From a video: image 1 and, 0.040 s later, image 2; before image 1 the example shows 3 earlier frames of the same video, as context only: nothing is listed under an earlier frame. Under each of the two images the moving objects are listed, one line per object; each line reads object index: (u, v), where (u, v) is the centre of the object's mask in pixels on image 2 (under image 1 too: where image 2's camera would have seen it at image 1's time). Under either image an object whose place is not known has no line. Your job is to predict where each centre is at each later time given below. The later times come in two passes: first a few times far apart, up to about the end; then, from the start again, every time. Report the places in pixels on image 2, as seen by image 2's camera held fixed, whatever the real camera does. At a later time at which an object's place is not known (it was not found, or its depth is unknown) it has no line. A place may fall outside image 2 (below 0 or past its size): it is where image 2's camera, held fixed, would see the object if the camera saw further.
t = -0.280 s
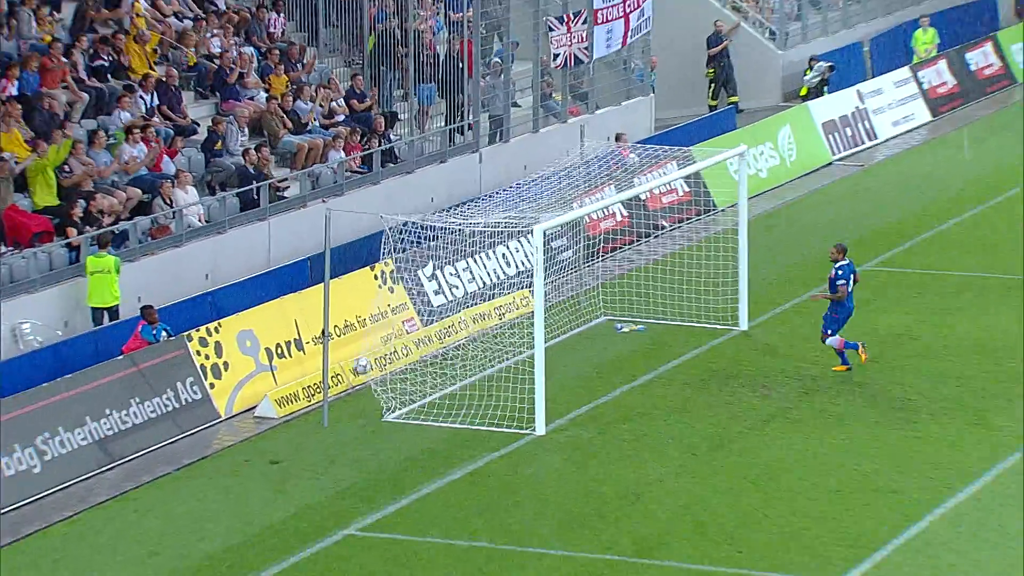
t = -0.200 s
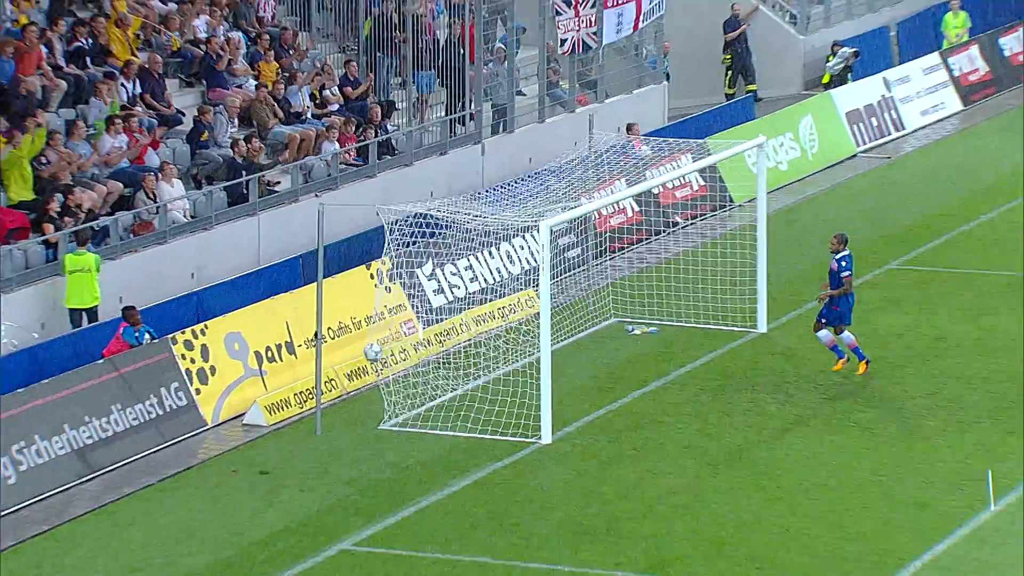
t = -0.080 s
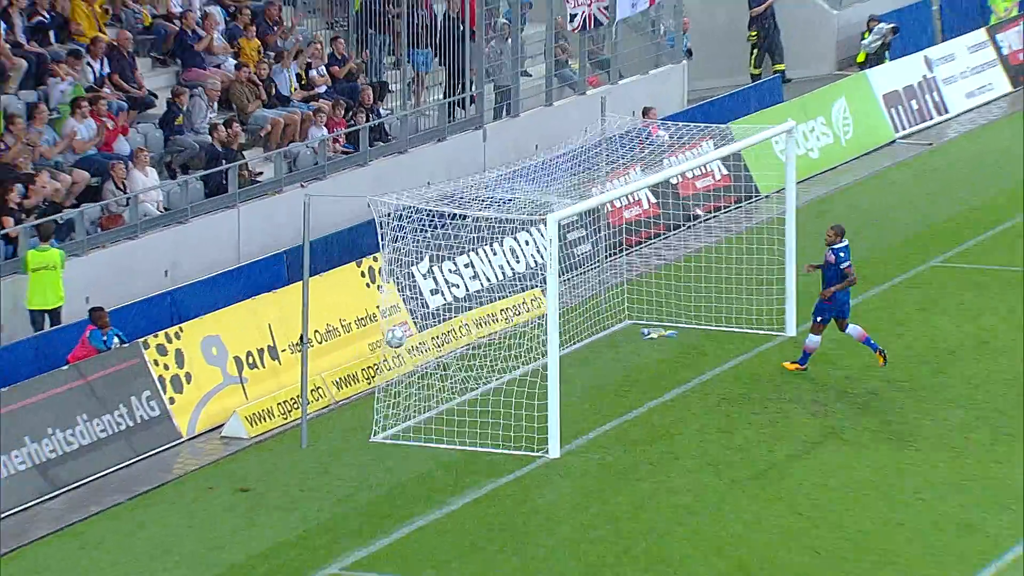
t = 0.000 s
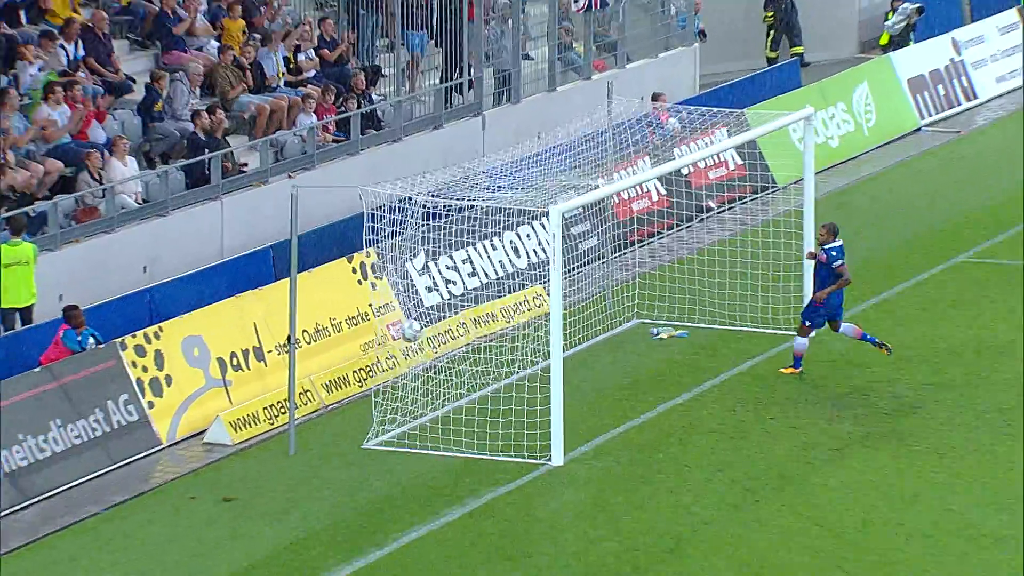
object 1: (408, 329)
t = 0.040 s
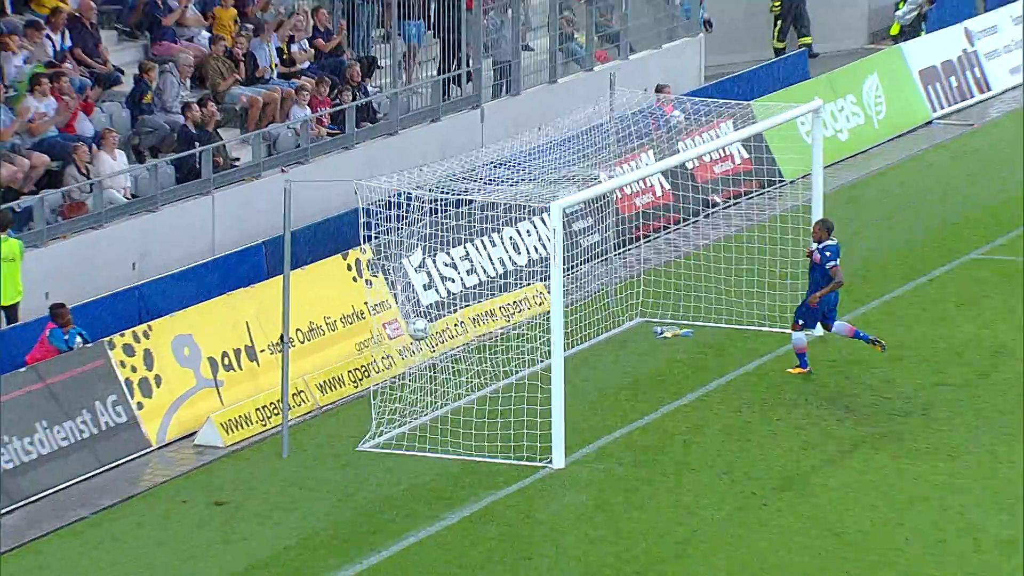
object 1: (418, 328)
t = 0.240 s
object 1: (475, 346)
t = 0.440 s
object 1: (525, 393)
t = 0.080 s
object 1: (430, 329)
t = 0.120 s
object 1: (441, 330)
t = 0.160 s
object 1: (452, 335)
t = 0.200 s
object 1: (463, 339)
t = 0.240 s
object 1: (475, 346)
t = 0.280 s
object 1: (485, 352)
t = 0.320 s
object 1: (495, 361)
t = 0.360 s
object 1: (505, 370)
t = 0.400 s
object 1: (515, 380)
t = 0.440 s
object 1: (525, 393)
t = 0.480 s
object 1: (534, 405)
